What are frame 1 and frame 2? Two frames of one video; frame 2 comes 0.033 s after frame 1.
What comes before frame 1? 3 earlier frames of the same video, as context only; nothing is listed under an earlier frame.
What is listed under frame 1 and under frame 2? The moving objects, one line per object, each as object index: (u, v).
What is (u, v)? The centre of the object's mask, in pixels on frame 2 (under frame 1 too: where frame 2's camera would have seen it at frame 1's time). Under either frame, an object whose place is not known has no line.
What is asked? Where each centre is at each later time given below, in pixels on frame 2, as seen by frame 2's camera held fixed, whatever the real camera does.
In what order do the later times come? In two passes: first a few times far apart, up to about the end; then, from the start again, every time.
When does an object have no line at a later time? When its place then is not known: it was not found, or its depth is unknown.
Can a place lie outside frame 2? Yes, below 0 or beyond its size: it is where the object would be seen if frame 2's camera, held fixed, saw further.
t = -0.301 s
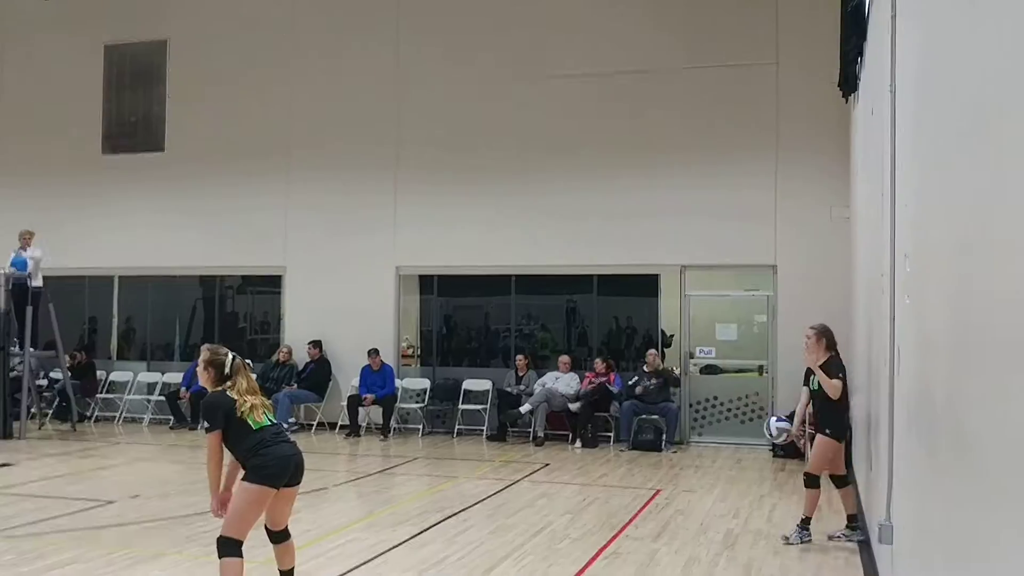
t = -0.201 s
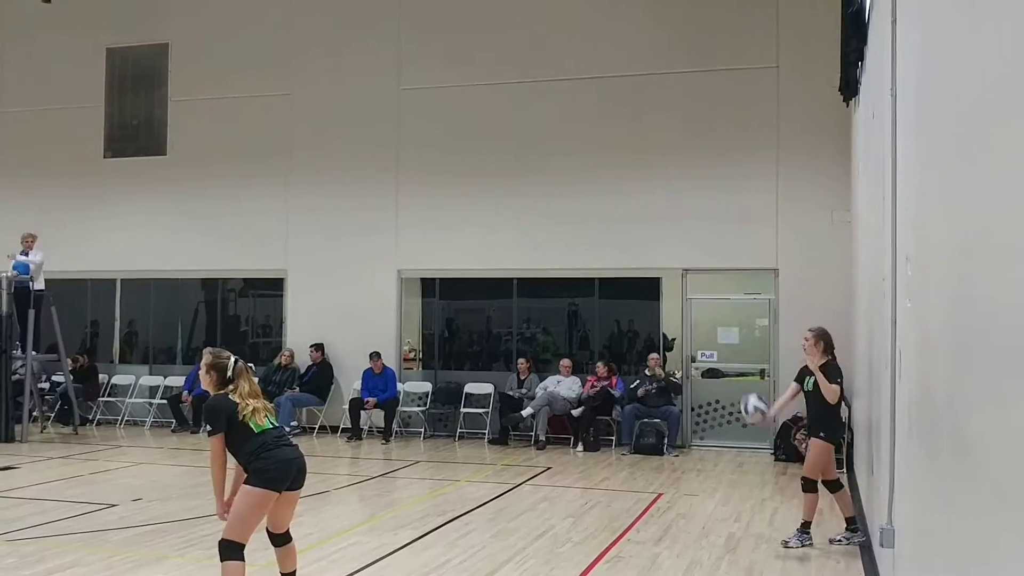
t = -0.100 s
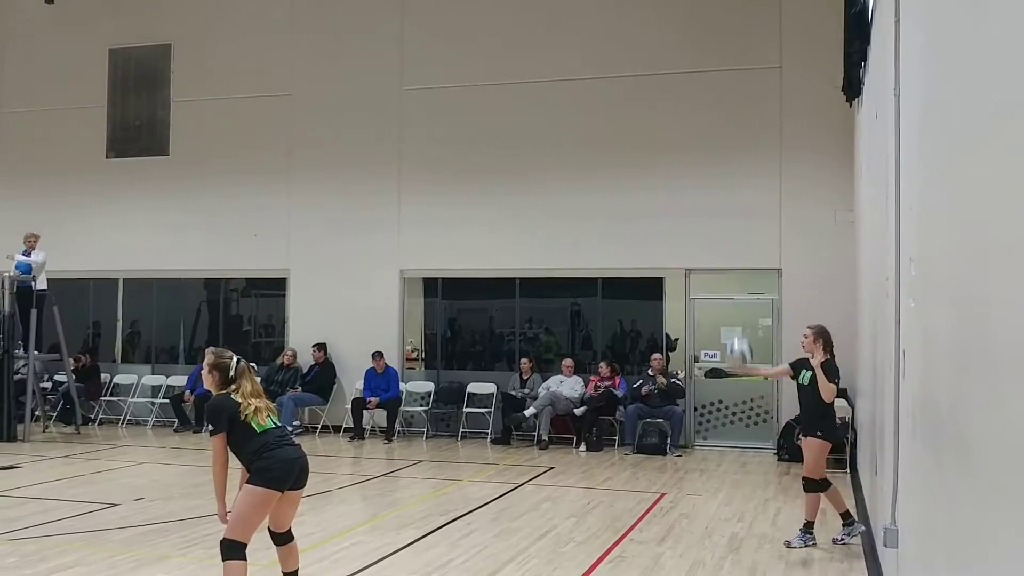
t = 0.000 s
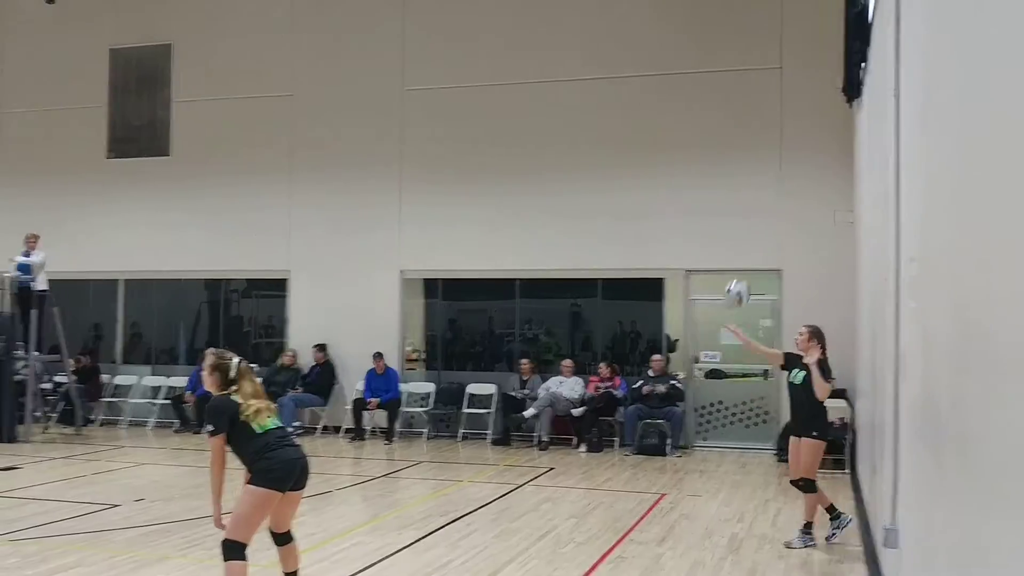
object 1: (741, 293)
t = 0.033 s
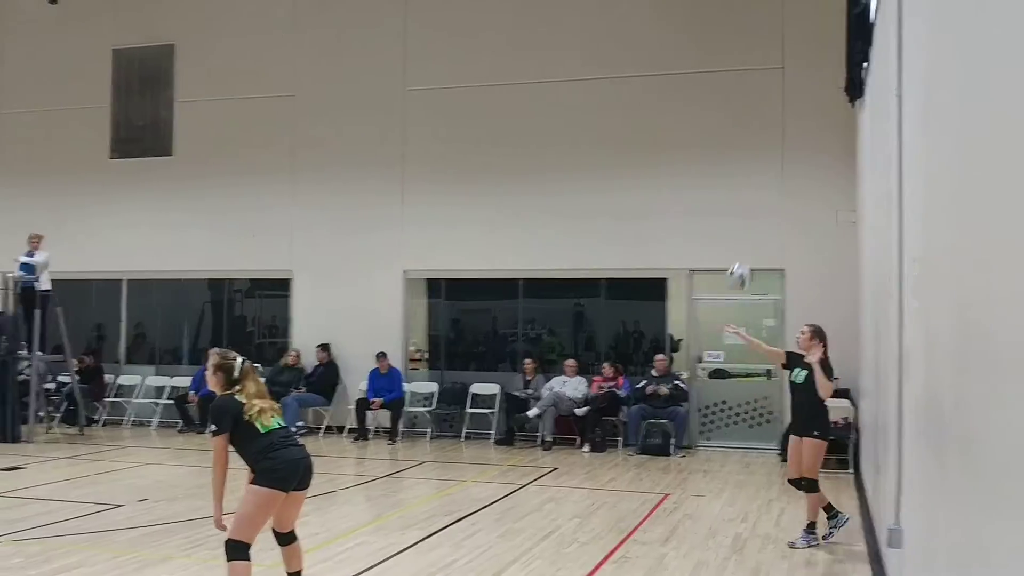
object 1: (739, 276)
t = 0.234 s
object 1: (737, 204)
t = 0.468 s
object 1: (729, 182)
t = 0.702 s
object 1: (725, 224)
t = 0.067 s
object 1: (740, 260)
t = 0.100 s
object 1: (738, 246)
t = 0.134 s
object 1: (738, 234)
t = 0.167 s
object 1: (738, 222)
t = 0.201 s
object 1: (738, 212)
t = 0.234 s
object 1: (737, 204)
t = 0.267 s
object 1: (736, 197)
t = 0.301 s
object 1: (735, 191)
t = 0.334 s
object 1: (734, 187)
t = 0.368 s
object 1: (733, 184)
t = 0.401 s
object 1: (733, 181)
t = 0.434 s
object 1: (731, 181)
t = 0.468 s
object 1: (729, 182)
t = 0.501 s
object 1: (730, 184)
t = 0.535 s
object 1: (729, 187)
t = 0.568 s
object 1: (728, 192)
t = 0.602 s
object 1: (728, 198)
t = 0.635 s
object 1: (727, 205)
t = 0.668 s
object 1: (725, 214)
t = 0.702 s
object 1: (725, 224)
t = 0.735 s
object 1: (724, 236)
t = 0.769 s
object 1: (724, 248)
